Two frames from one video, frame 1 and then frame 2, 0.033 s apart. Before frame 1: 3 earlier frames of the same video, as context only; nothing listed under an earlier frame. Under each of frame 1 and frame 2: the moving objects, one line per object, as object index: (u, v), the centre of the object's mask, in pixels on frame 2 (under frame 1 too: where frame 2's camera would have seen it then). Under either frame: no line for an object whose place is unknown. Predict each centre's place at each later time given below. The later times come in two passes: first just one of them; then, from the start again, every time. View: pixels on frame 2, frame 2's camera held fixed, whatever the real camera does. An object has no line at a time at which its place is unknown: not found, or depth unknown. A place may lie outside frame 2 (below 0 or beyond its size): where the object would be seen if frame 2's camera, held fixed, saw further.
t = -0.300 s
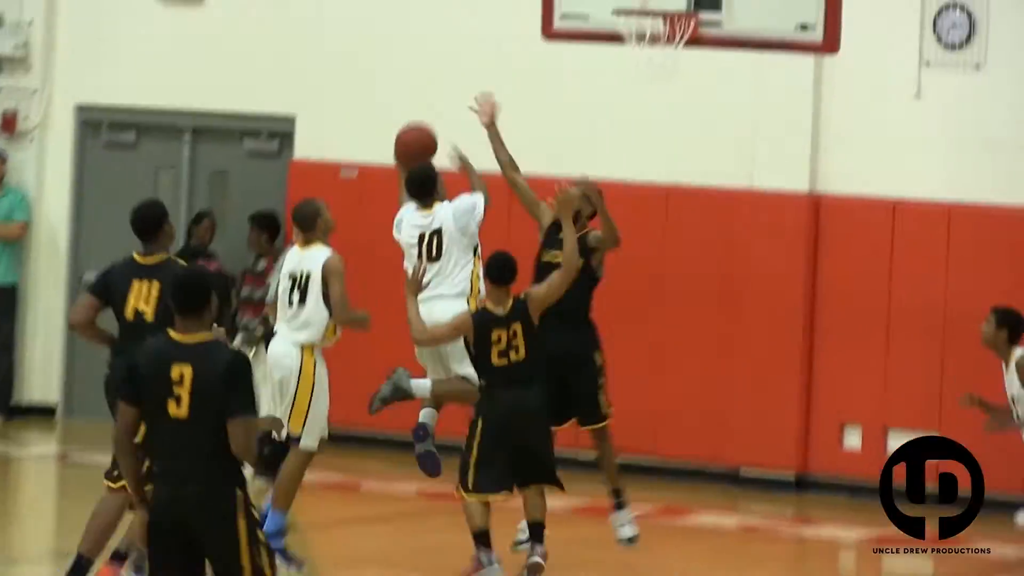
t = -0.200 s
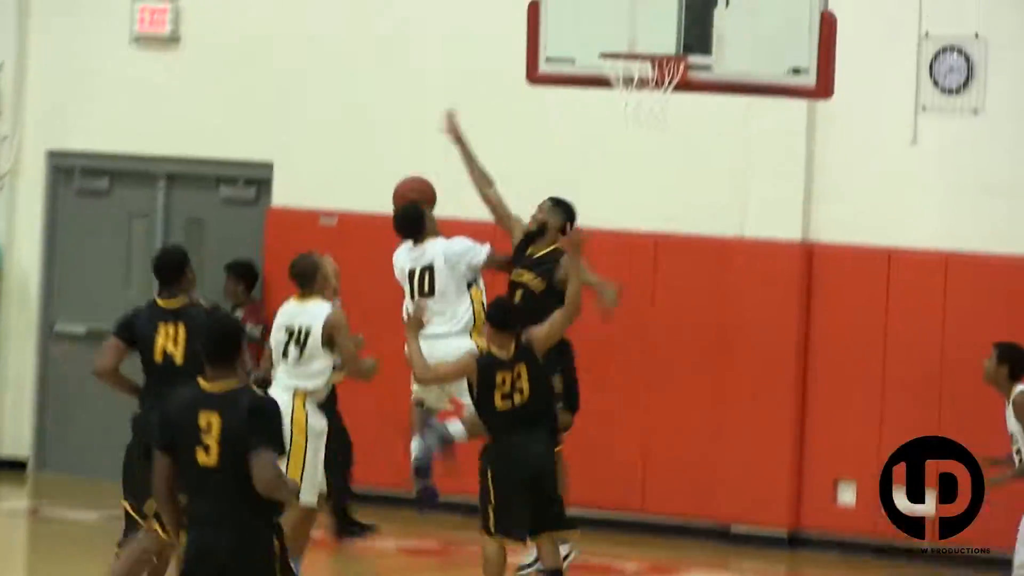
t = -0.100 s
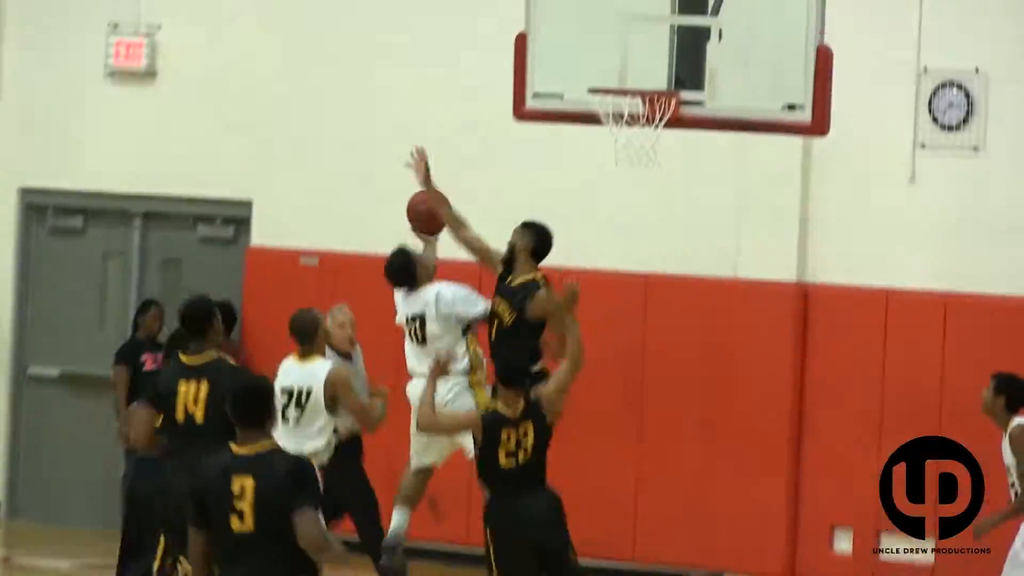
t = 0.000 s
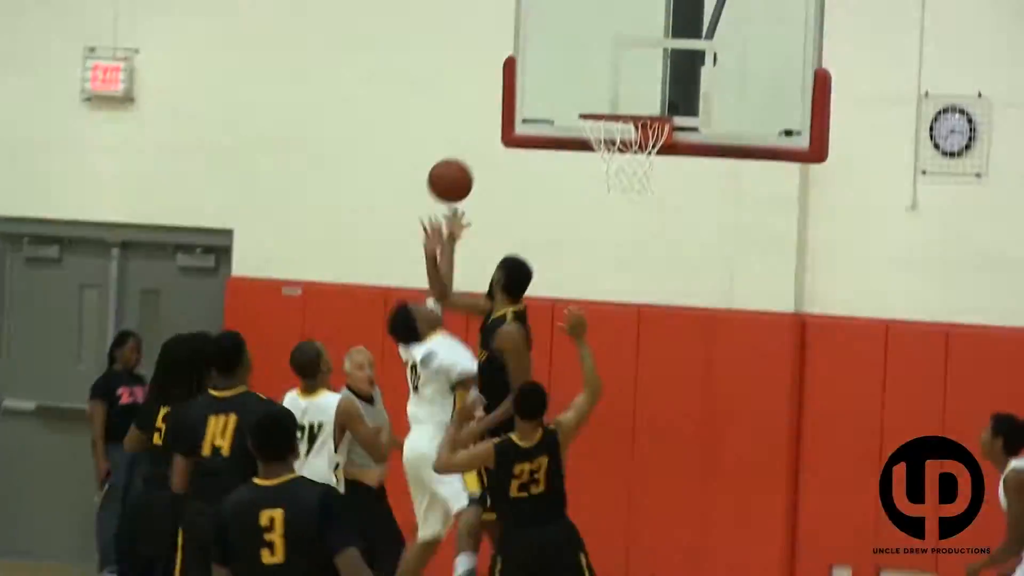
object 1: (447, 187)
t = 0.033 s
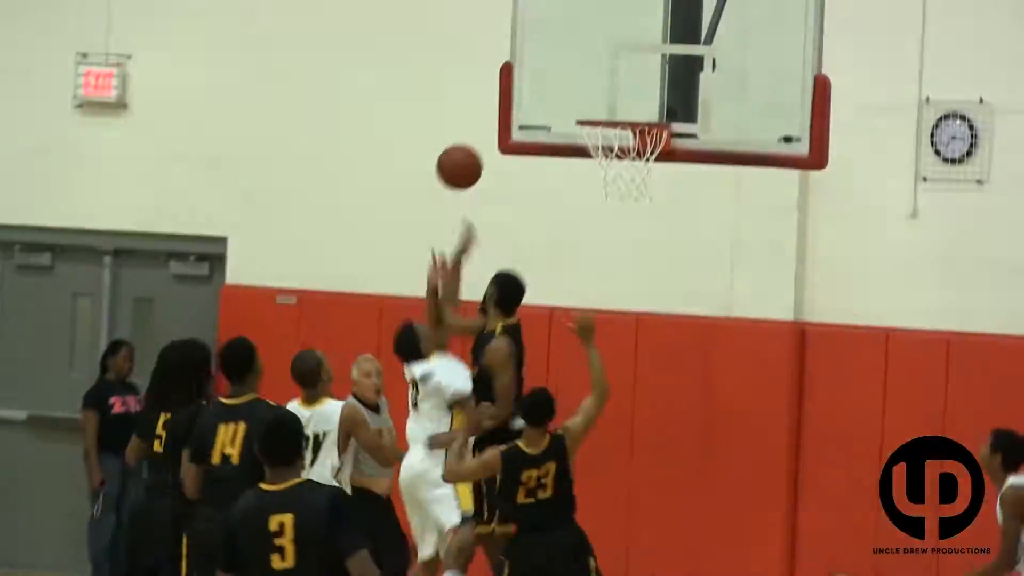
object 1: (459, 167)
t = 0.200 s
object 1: (525, 94)
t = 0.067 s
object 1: (472, 148)
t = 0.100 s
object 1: (484, 131)
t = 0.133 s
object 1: (497, 117)
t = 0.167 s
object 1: (510, 105)
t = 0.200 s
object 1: (525, 94)
